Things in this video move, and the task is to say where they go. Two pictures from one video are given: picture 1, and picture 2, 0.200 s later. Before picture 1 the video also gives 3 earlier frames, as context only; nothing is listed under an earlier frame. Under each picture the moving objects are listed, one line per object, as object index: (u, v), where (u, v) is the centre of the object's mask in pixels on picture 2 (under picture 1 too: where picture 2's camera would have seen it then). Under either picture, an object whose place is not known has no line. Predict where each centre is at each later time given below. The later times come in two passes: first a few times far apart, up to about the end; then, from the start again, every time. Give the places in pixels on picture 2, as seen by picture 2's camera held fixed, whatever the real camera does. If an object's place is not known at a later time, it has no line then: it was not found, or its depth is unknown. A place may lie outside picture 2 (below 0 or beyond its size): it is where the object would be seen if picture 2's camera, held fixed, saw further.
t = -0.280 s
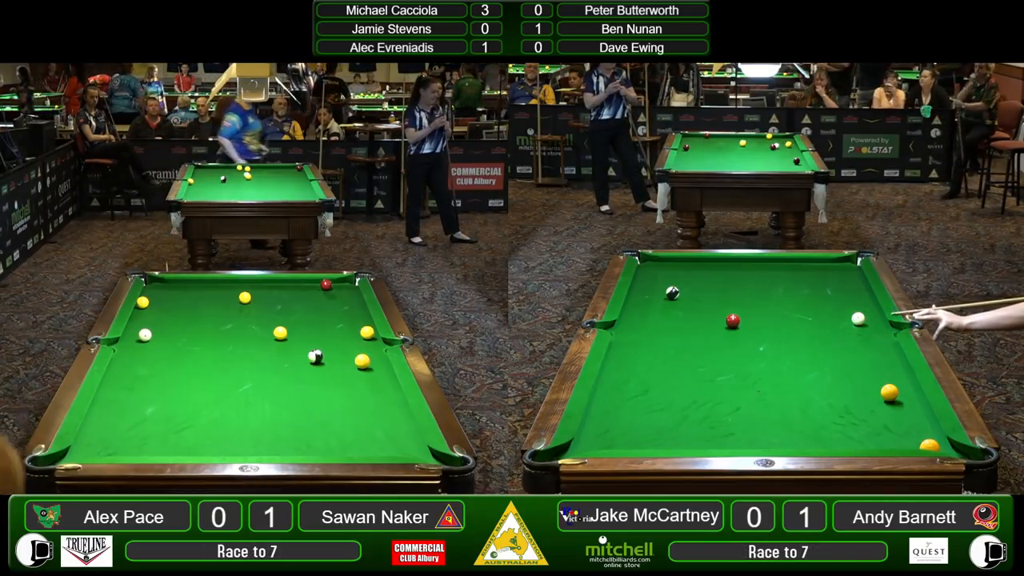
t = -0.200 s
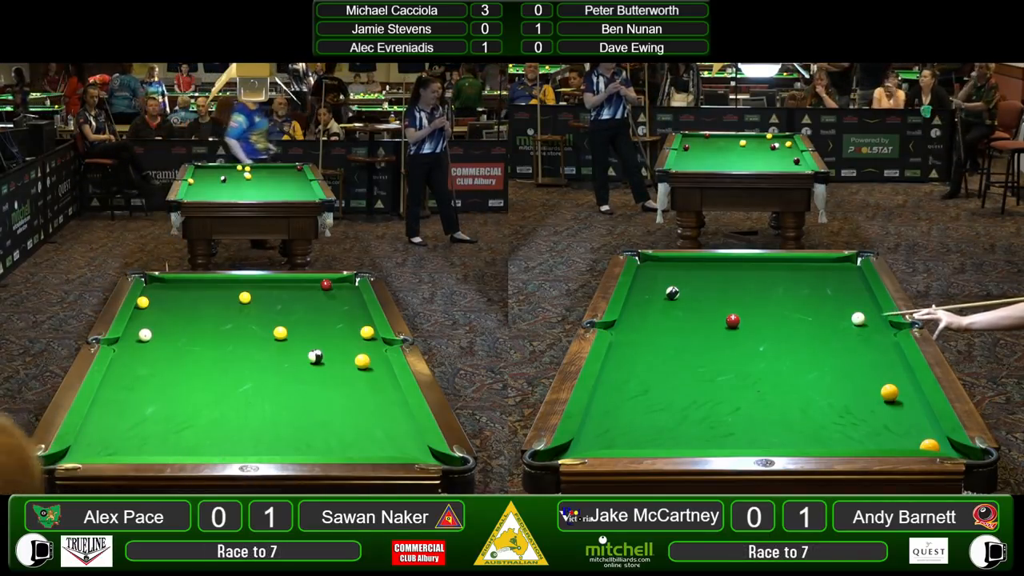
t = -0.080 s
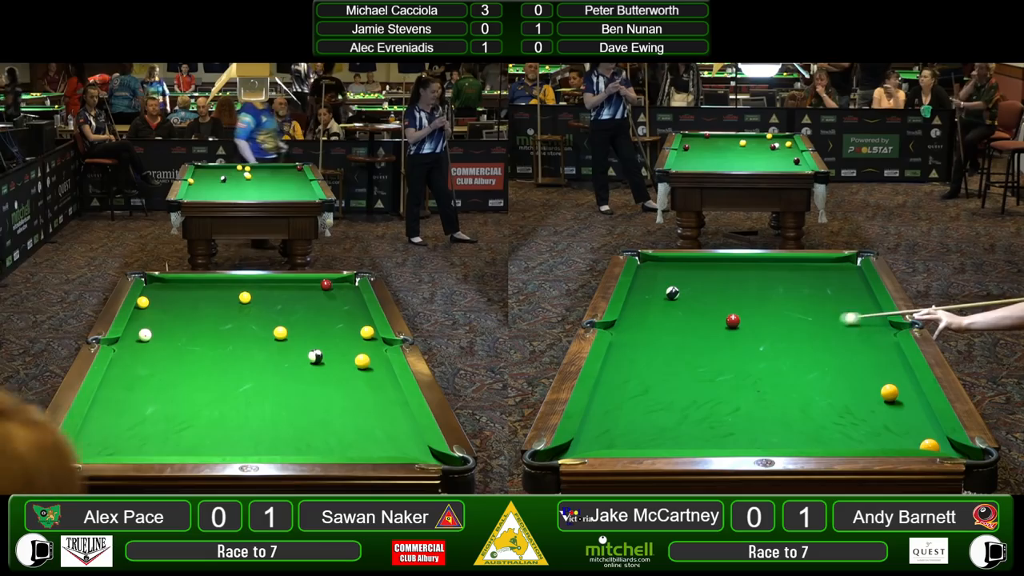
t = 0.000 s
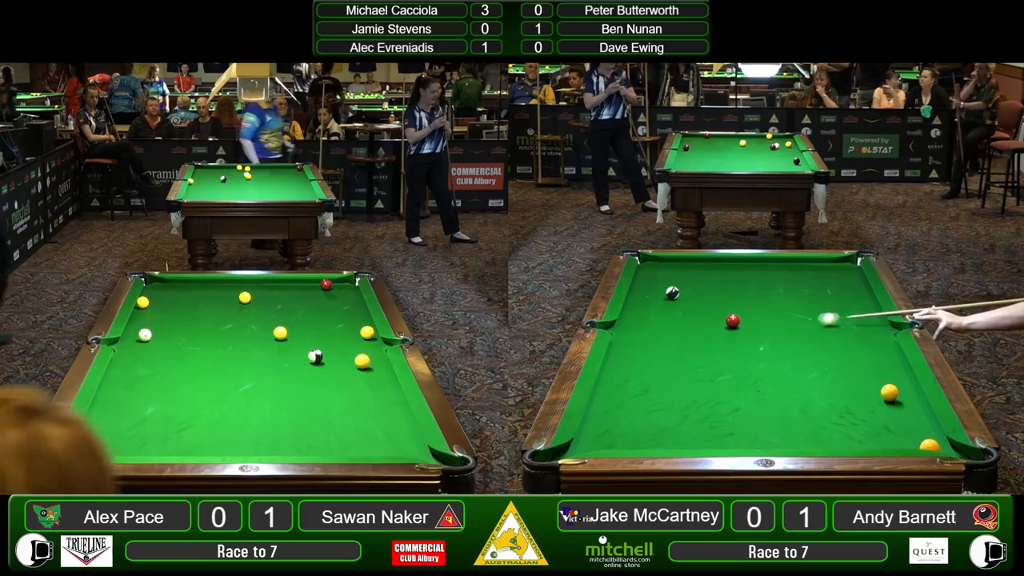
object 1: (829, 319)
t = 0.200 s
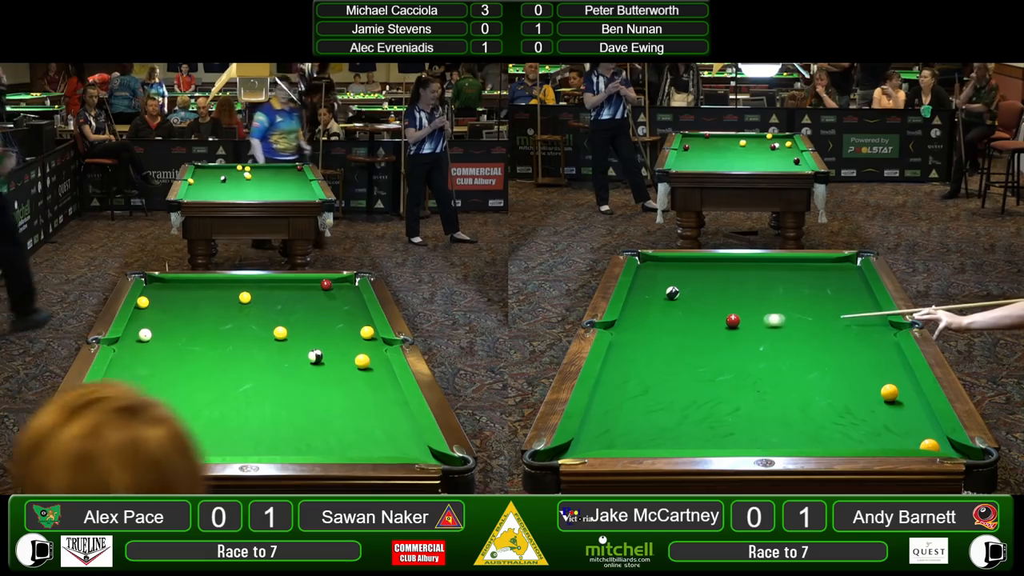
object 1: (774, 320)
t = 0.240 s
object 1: (763, 320)
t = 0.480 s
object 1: (741, 320)
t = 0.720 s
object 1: (732, 319)
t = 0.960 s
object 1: (724, 319)
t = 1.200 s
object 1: (718, 318)
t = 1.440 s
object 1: (713, 318)
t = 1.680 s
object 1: (710, 318)
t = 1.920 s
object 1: (708, 318)
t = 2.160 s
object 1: (708, 318)
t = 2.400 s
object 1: (708, 318)
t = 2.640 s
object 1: (708, 318)
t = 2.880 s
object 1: (708, 318)
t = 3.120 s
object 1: (708, 318)
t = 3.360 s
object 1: (708, 318)
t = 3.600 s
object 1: (708, 318)
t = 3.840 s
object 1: (708, 318)
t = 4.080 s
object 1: (708, 318)
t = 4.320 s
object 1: (708, 318)
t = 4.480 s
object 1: (708, 318)
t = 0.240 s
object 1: (763, 320)
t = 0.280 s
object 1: (753, 320)
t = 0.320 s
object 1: (747, 321)
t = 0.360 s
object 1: (746, 320)
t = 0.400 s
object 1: (745, 320)
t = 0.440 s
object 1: (743, 320)
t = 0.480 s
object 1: (741, 320)
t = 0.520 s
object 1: (739, 320)
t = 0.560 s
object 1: (738, 320)
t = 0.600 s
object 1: (736, 320)
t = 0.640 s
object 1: (734, 320)
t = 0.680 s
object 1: (733, 319)
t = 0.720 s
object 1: (732, 319)
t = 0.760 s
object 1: (730, 319)
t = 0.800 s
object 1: (729, 319)
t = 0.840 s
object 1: (728, 319)
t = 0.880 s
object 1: (726, 319)
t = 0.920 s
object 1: (725, 319)
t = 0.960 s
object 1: (724, 319)
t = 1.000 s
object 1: (723, 318)
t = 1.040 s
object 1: (722, 318)
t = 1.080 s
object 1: (720, 318)
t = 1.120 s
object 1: (719, 318)
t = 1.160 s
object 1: (719, 318)
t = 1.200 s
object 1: (718, 318)
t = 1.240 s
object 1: (717, 318)
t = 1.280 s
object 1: (716, 318)
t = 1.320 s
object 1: (715, 318)
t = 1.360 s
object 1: (714, 318)
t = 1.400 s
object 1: (714, 318)
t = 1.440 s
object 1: (713, 318)
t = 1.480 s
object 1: (712, 318)
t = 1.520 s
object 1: (711, 318)
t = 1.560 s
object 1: (711, 318)
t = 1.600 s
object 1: (710, 318)
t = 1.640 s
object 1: (710, 318)
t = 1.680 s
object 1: (710, 318)
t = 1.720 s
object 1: (709, 318)
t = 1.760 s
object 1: (709, 318)
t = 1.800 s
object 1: (709, 318)
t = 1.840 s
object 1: (708, 318)
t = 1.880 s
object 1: (708, 318)
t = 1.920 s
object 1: (708, 318)
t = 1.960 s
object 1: (708, 318)
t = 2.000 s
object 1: (708, 318)
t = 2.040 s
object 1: (708, 318)
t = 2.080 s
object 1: (708, 318)
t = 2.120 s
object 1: (708, 318)
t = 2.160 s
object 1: (708, 318)
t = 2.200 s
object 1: (708, 318)
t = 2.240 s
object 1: (708, 318)
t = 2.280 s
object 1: (708, 318)
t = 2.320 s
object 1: (708, 318)
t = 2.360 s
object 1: (708, 318)
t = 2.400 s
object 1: (708, 318)
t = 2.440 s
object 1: (708, 318)
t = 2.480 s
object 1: (708, 318)
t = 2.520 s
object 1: (708, 318)
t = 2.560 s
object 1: (708, 318)
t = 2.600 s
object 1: (708, 318)
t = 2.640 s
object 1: (708, 318)
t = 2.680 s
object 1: (708, 318)
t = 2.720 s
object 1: (708, 318)
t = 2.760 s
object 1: (708, 318)
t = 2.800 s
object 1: (708, 318)
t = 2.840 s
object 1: (708, 318)
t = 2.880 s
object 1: (708, 318)
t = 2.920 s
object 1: (708, 318)
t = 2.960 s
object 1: (708, 318)
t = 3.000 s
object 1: (708, 318)
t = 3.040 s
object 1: (708, 318)
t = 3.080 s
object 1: (708, 318)
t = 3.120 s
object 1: (708, 318)
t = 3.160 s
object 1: (708, 318)
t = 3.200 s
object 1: (708, 318)
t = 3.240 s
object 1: (708, 318)
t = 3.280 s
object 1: (708, 318)
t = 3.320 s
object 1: (708, 318)
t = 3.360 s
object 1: (708, 318)
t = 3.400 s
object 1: (708, 318)
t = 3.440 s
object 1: (708, 318)
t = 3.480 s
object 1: (708, 318)
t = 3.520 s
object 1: (708, 318)
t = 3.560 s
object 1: (708, 318)
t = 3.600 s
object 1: (708, 318)
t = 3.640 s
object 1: (708, 318)
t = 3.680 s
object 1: (708, 316)
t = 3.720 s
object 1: (708, 319)
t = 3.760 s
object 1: (708, 318)
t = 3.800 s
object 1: (708, 318)
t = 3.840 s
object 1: (708, 318)
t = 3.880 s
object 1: (708, 318)
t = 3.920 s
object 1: (708, 318)
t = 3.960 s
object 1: (708, 318)
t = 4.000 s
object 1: (708, 318)
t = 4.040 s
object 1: (708, 318)
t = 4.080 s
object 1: (708, 318)
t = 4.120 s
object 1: (708, 318)
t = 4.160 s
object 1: (708, 318)
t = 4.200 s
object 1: (708, 318)
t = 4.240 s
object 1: (708, 318)
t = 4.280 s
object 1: (708, 318)
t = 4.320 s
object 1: (708, 318)
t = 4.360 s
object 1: (708, 318)
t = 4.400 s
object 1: (708, 318)
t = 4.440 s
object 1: (708, 318)
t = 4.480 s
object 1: (708, 318)
